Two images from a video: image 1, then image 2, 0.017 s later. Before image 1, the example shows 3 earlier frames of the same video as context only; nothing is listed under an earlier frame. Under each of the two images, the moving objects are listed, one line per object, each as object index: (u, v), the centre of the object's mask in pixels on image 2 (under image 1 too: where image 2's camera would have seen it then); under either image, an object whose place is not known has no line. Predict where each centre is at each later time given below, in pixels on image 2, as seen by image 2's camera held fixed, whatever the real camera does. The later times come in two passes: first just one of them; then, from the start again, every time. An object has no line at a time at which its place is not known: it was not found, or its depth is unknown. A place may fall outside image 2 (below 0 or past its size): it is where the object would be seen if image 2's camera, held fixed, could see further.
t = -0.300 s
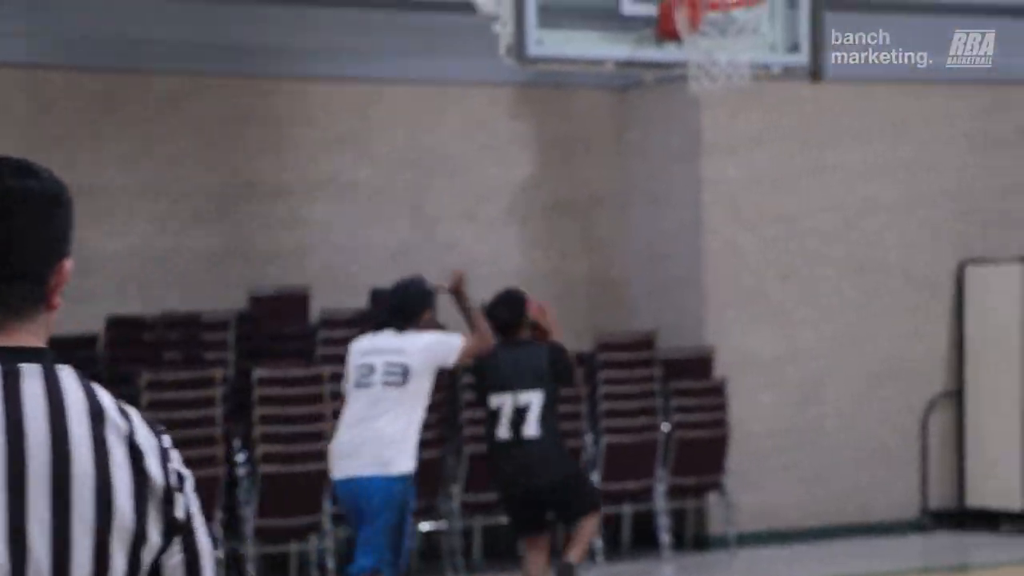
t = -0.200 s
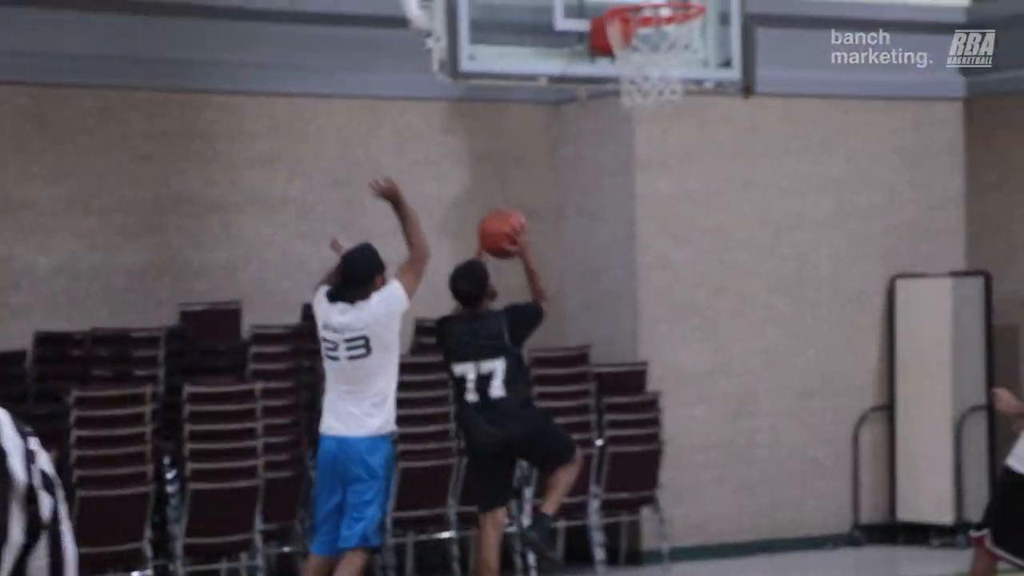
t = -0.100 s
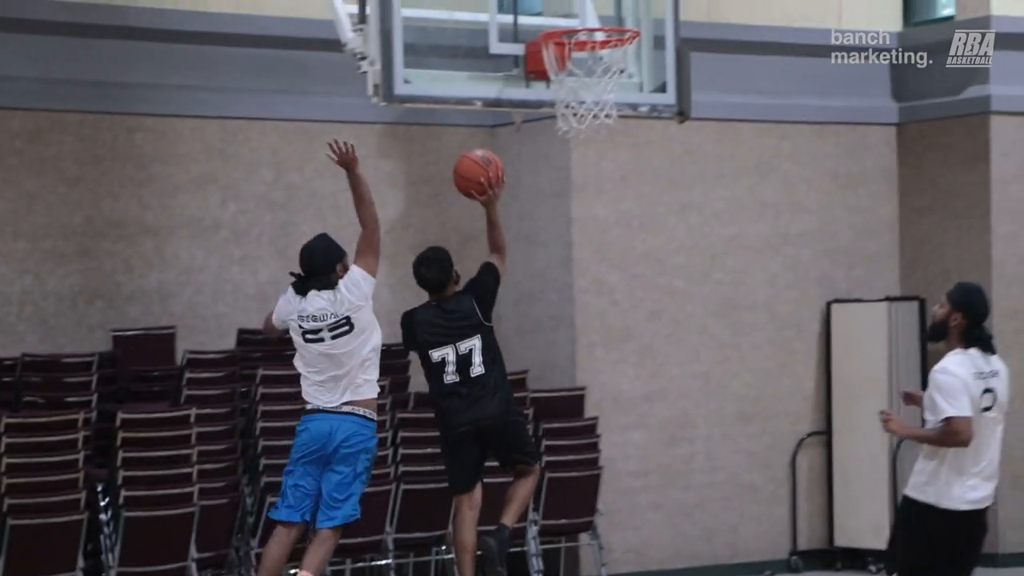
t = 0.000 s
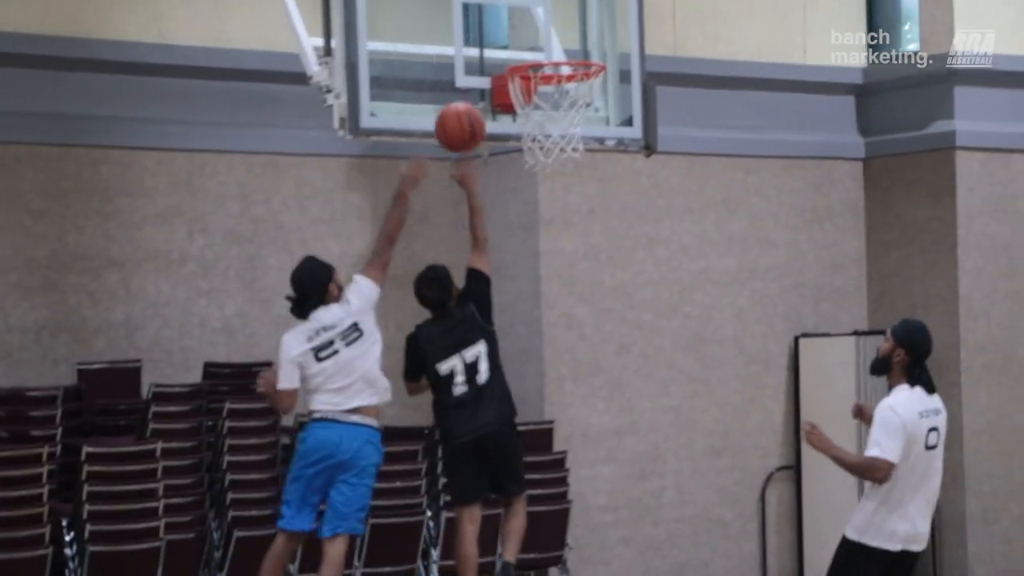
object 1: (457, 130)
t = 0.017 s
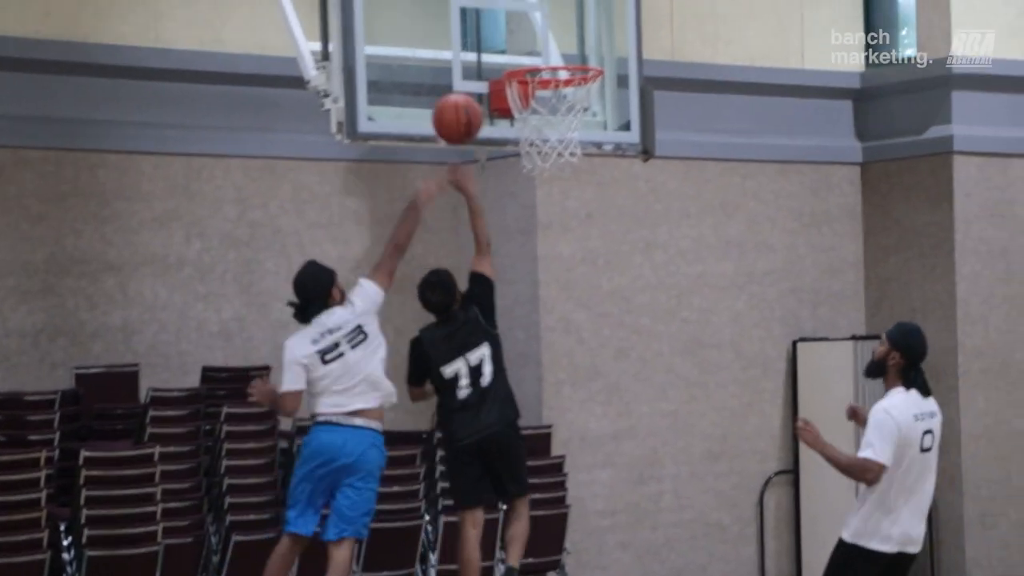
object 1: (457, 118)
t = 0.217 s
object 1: (484, 40)
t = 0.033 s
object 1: (457, 106)
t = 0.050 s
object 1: (456, 95)
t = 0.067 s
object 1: (455, 85)
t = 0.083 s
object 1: (455, 74)
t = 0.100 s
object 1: (455, 64)
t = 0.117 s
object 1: (455, 56)
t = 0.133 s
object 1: (457, 51)
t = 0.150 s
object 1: (462, 48)
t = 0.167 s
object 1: (467, 45)
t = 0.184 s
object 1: (473, 43)
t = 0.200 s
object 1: (478, 41)
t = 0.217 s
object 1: (484, 40)
